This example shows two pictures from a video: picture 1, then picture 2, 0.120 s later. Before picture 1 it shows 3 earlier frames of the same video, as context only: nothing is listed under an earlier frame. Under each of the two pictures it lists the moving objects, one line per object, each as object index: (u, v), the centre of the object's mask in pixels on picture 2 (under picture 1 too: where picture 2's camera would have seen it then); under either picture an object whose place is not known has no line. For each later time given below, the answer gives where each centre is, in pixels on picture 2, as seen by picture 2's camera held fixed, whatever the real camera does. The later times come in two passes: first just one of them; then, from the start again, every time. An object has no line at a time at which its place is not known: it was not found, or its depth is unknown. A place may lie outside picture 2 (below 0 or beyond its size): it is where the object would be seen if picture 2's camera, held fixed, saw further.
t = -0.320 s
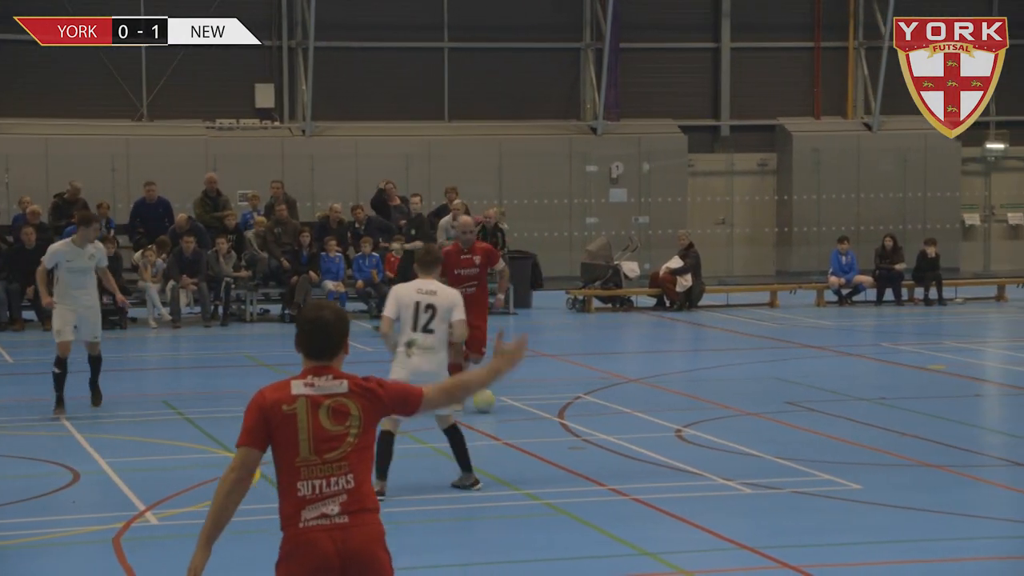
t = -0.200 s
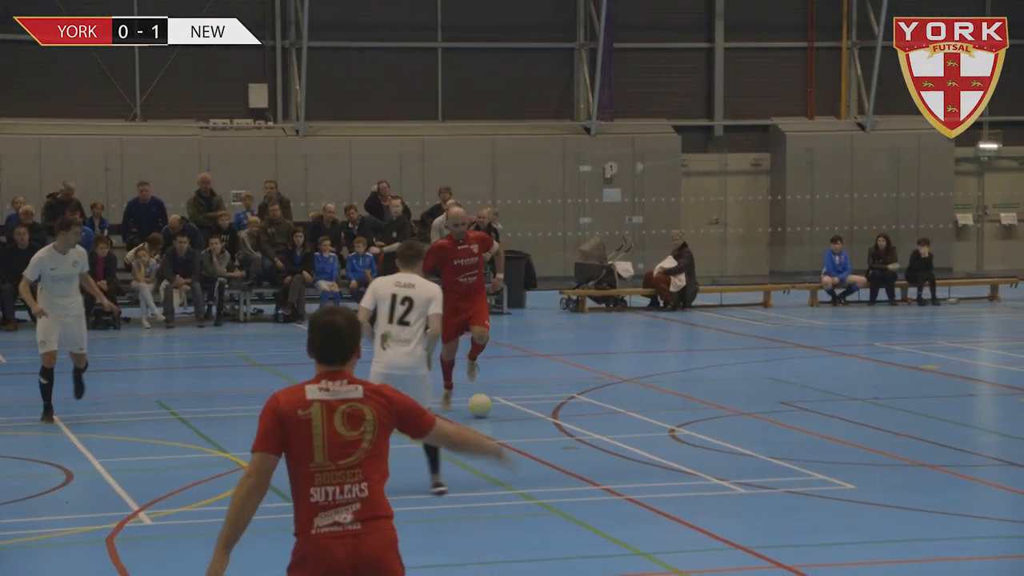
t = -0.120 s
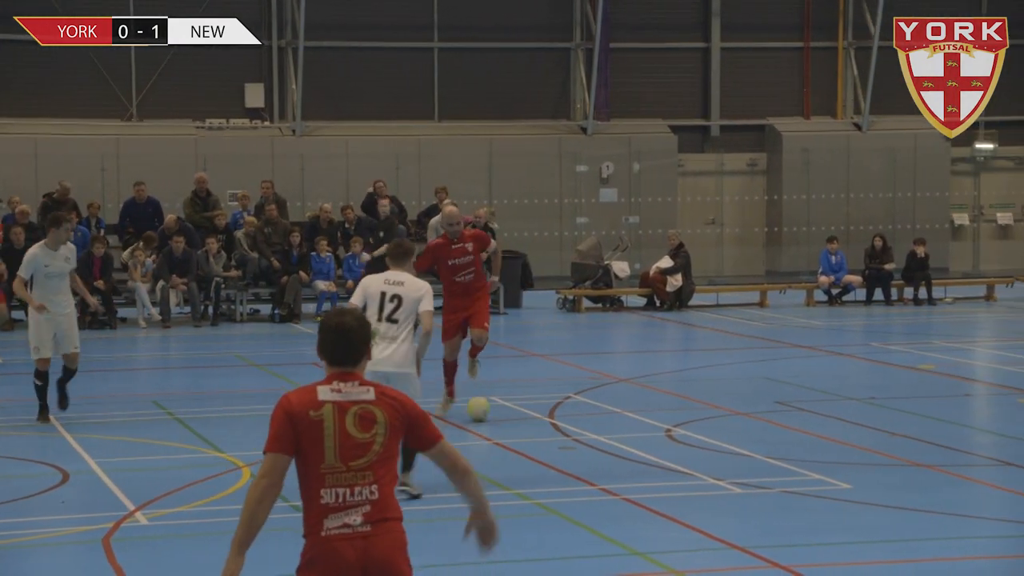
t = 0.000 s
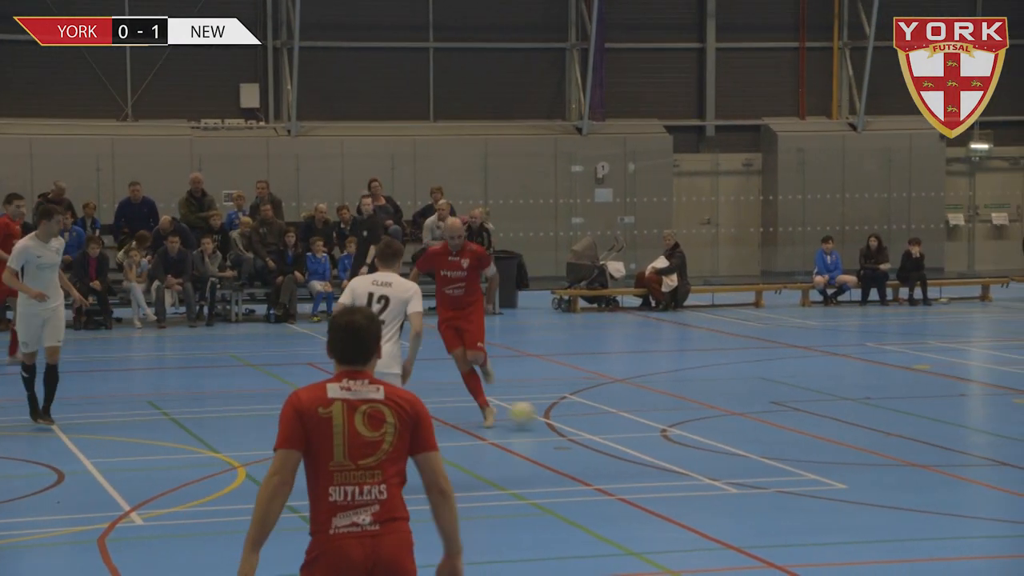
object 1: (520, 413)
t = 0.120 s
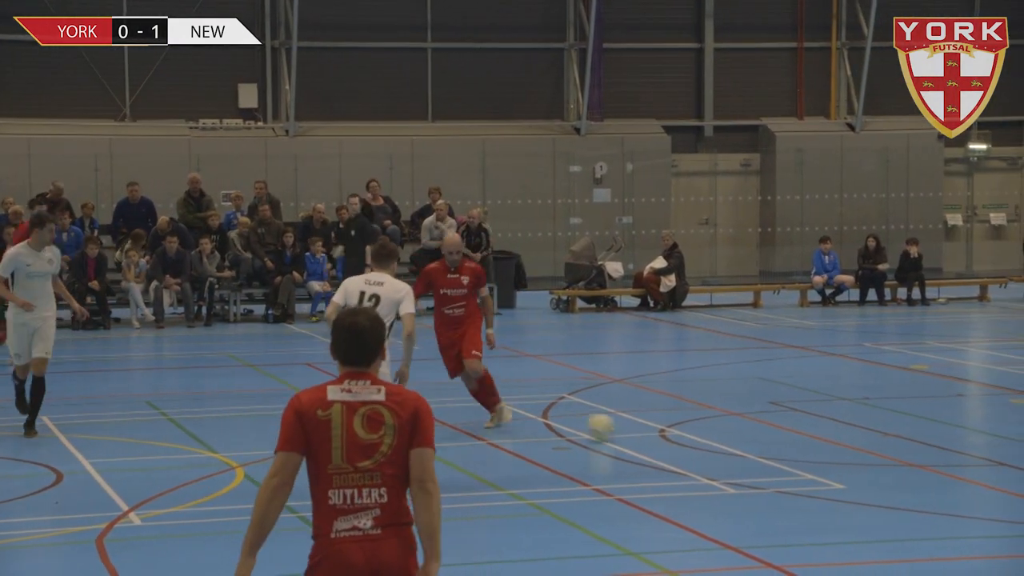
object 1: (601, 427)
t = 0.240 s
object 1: (679, 438)
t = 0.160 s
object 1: (627, 431)
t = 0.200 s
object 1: (653, 435)
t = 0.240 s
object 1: (679, 438)
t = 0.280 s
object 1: (705, 442)
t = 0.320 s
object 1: (731, 445)
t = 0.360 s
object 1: (756, 449)
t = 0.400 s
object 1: (780, 453)
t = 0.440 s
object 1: (805, 456)
